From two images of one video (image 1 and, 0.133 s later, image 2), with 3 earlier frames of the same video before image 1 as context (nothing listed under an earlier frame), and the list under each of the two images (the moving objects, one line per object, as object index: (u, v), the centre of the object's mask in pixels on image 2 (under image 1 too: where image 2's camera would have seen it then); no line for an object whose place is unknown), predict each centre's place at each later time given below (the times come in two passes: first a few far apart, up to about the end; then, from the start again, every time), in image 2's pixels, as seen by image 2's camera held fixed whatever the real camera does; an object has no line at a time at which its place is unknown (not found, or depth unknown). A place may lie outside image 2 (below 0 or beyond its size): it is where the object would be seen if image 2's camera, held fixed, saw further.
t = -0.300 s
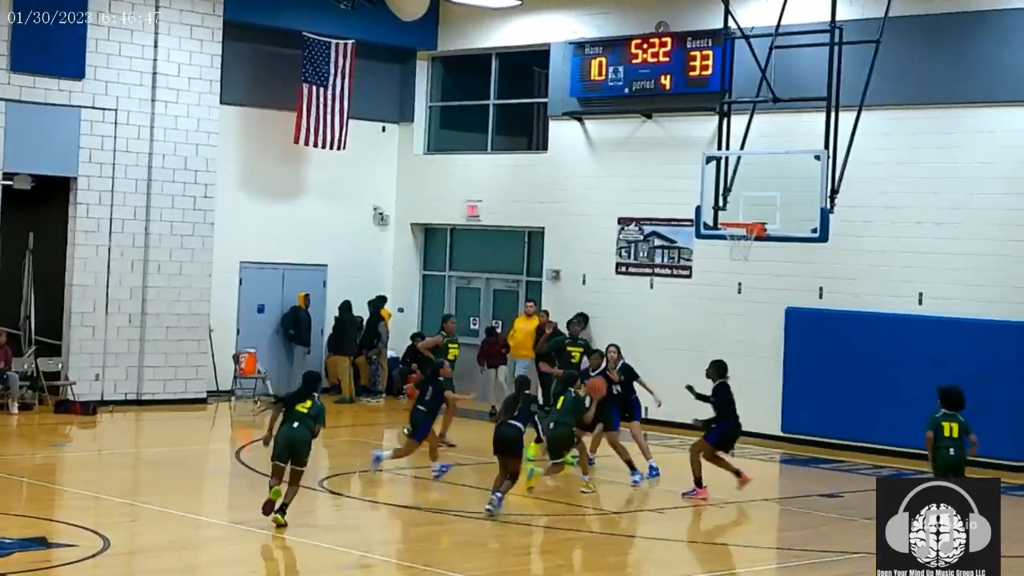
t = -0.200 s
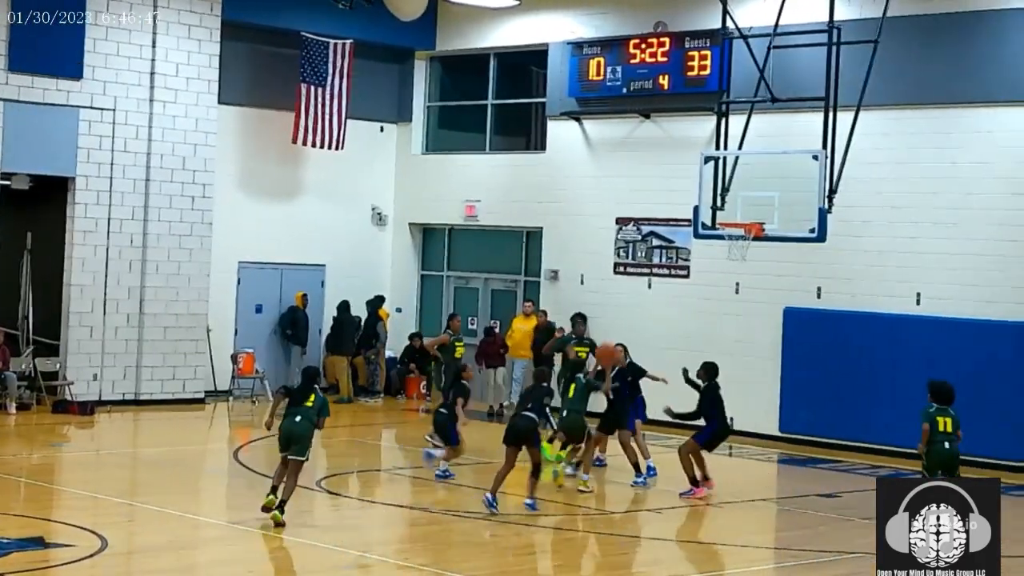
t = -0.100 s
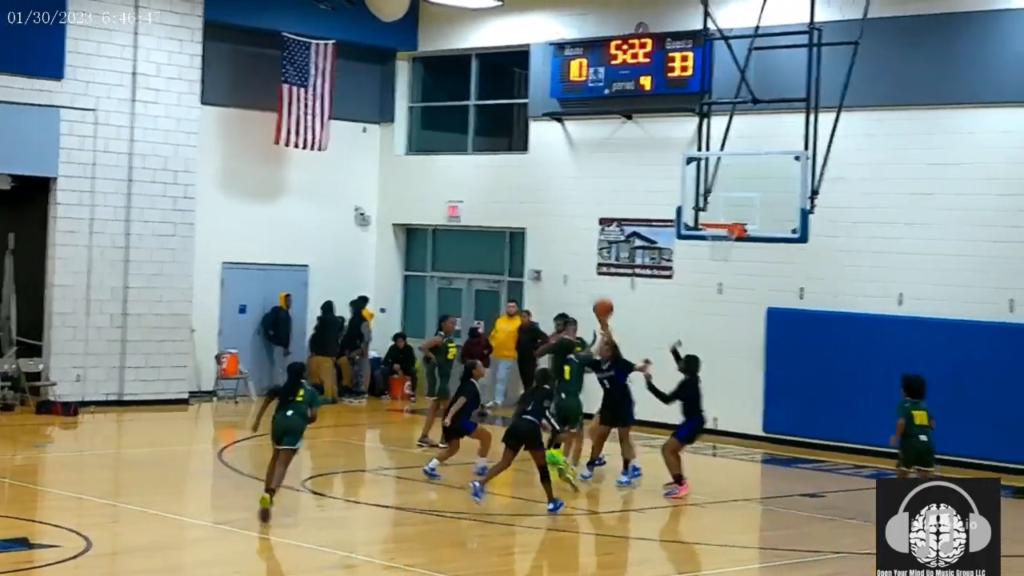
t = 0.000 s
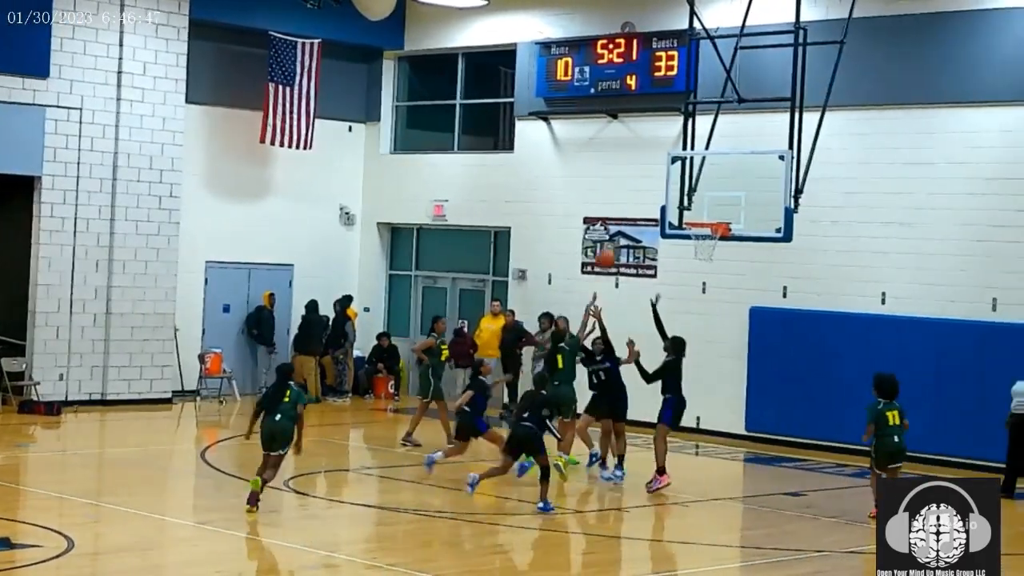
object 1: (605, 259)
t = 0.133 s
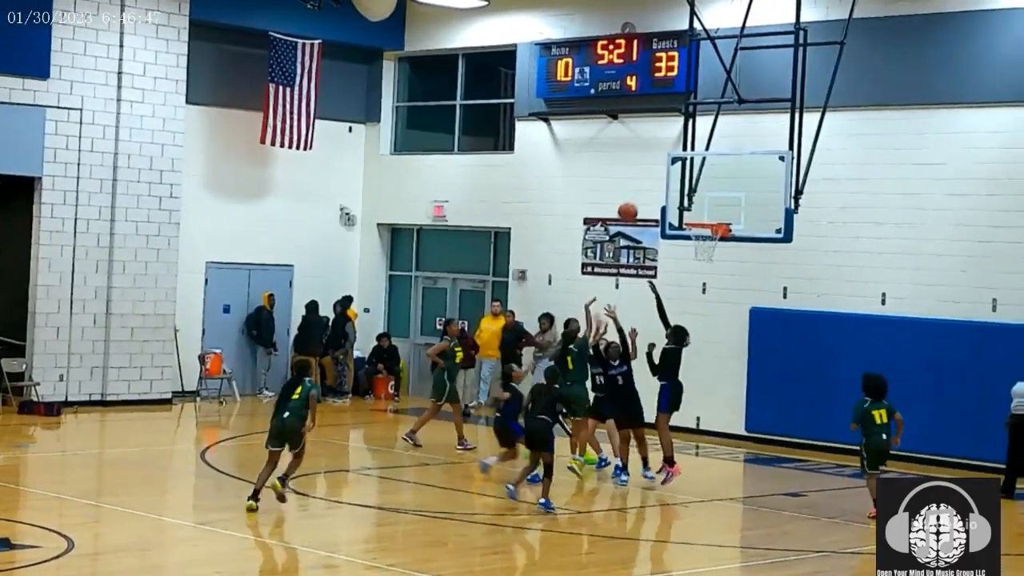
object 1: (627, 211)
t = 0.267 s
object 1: (648, 181)
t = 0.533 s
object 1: (684, 166)
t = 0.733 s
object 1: (708, 192)
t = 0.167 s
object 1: (632, 203)
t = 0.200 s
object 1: (638, 194)
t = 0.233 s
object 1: (643, 188)
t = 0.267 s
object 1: (648, 181)
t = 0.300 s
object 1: (653, 176)
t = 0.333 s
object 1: (657, 172)
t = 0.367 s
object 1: (662, 169)
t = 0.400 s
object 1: (667, 166)
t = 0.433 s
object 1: (671, 165)
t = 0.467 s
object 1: (676, 165)
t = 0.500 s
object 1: (680, 165)
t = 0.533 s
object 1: (684, 166)
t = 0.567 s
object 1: (688, 168)
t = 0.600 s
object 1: (692, 172)
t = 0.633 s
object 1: (697, 175)
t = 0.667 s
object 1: (700, 180)
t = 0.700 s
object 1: (704, 185)
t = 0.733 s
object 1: (708, 192)
